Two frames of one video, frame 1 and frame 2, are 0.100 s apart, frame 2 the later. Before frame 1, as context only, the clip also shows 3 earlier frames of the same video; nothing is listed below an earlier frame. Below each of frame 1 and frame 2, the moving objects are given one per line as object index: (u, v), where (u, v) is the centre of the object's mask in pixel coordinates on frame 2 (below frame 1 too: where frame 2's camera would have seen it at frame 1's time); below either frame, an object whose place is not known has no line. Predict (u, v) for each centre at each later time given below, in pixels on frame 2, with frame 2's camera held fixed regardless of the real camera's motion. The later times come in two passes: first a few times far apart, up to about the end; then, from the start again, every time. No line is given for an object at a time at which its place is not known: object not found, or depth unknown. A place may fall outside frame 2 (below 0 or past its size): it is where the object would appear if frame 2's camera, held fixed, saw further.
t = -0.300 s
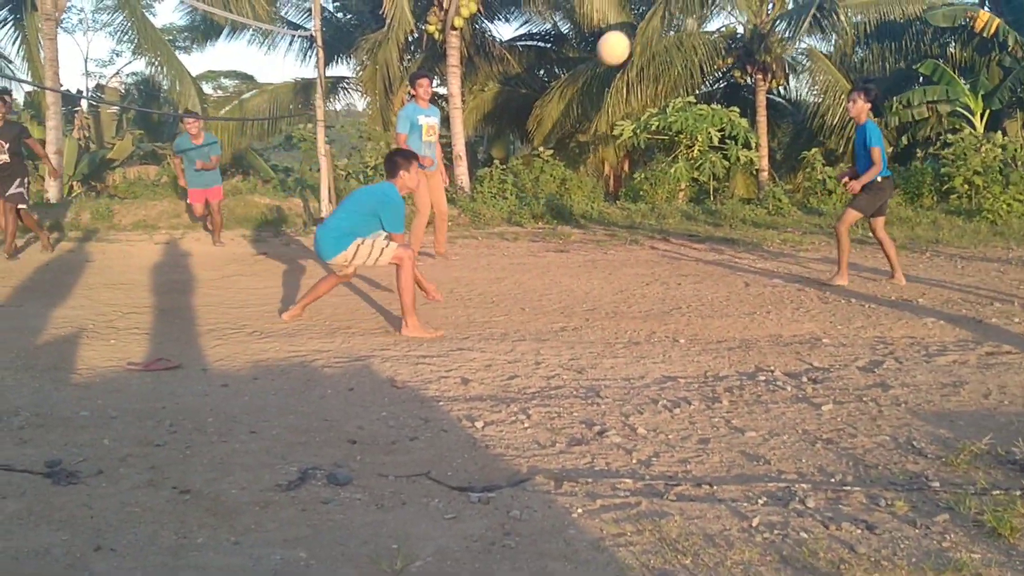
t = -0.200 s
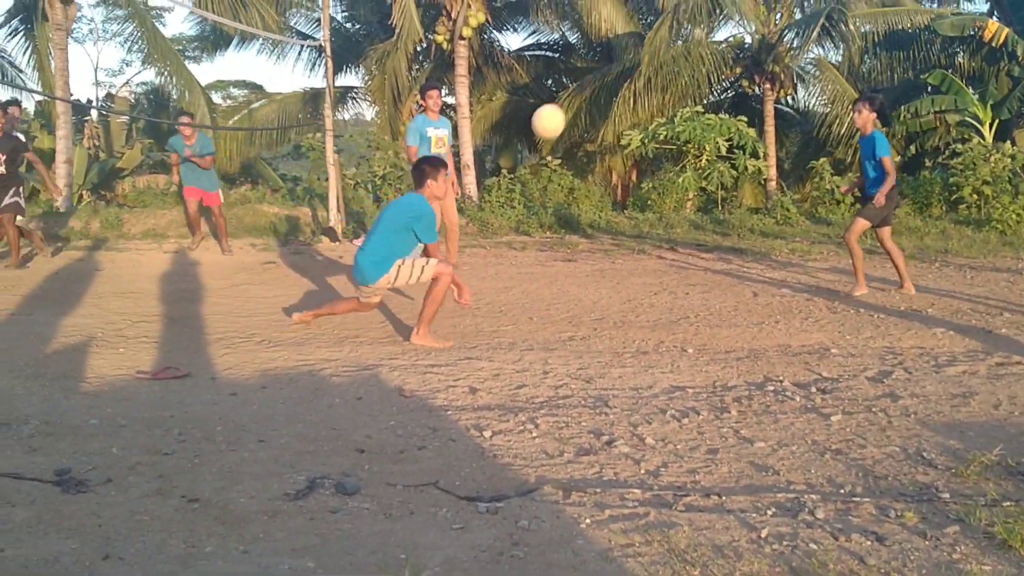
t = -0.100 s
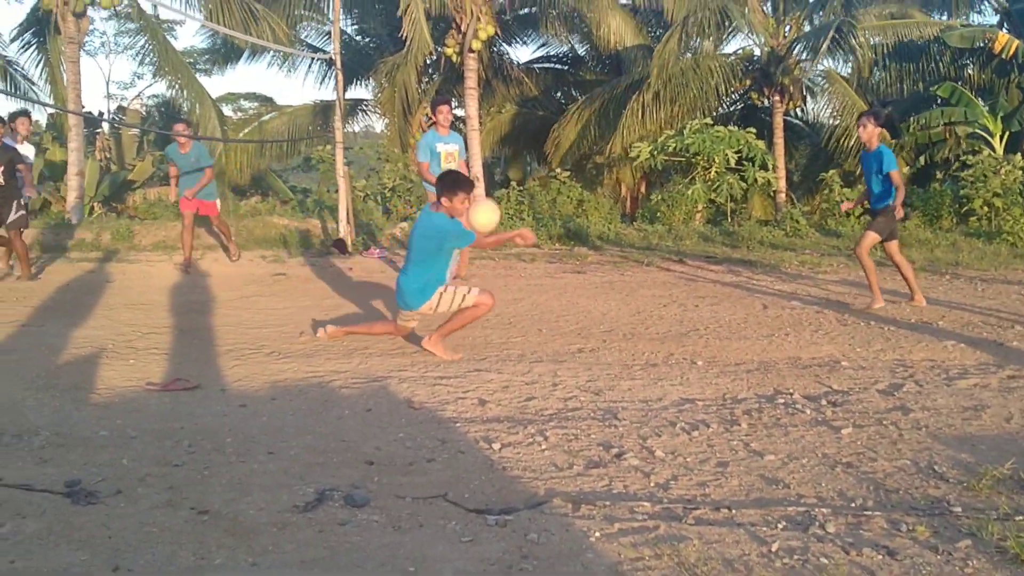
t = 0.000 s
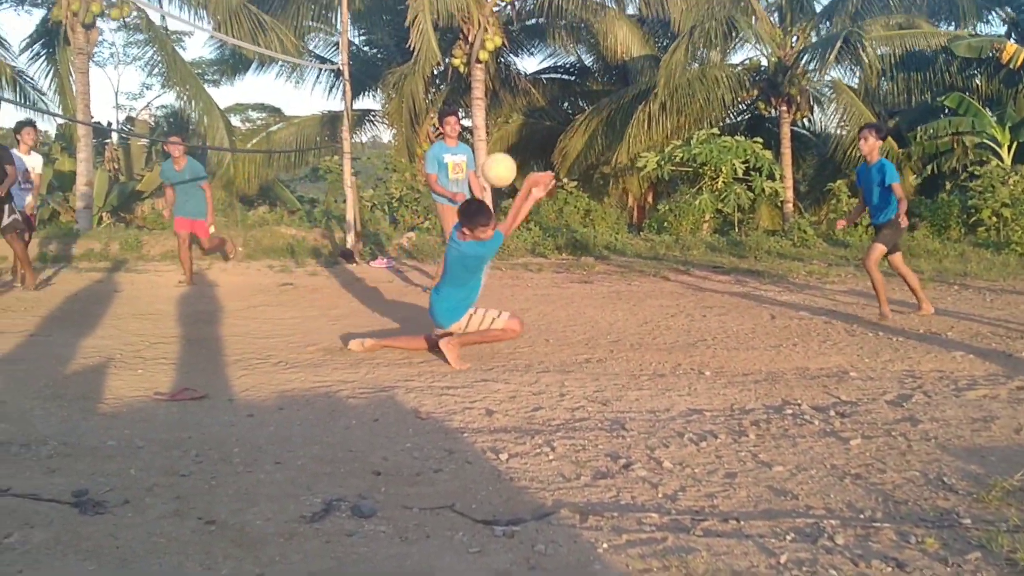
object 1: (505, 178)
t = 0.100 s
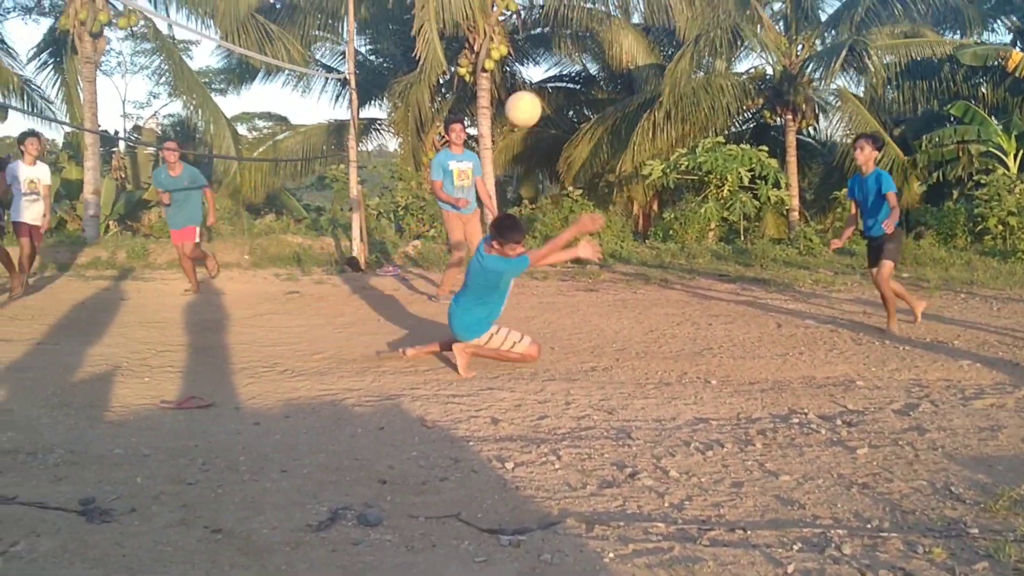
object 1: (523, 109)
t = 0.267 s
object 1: (558, 24)
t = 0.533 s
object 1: (624, -7)
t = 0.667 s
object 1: (663, 19)
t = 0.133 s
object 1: (530, 90)
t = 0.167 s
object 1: (536, 70)
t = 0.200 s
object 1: (544, 53)
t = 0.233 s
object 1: (551, 37)
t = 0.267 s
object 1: (558, 24)
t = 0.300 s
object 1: (566, 11)
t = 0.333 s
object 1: (574, 2)
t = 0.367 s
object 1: (582, -3)
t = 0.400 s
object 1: (590, -6)
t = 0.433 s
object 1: (598, -8)
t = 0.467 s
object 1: (607, -9)
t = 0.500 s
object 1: (615, -9)
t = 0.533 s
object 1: (624, -7)
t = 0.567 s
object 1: (633, -4)
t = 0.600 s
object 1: (643, 0)
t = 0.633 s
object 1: (652, 6)
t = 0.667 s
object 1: (663, 19)
